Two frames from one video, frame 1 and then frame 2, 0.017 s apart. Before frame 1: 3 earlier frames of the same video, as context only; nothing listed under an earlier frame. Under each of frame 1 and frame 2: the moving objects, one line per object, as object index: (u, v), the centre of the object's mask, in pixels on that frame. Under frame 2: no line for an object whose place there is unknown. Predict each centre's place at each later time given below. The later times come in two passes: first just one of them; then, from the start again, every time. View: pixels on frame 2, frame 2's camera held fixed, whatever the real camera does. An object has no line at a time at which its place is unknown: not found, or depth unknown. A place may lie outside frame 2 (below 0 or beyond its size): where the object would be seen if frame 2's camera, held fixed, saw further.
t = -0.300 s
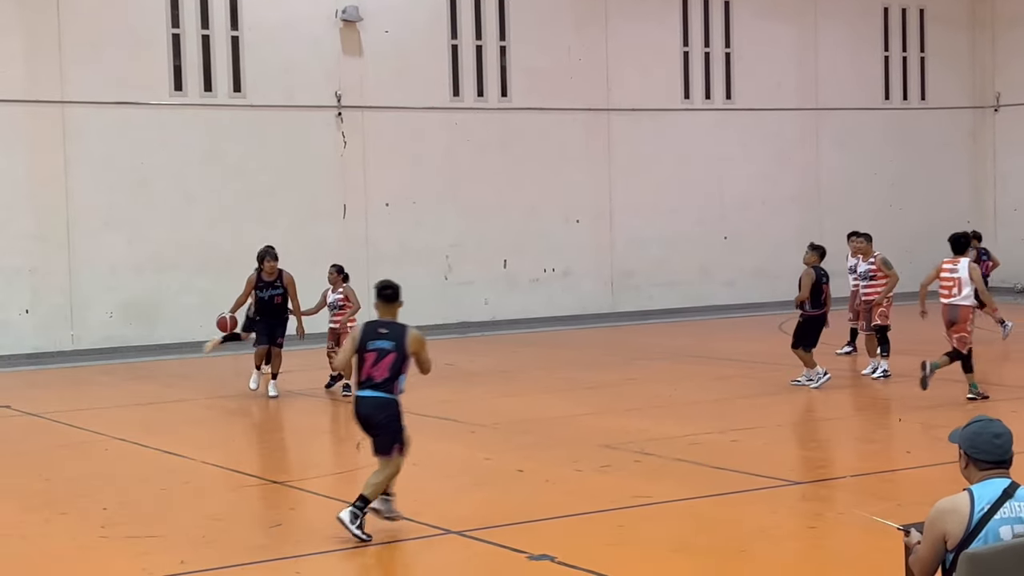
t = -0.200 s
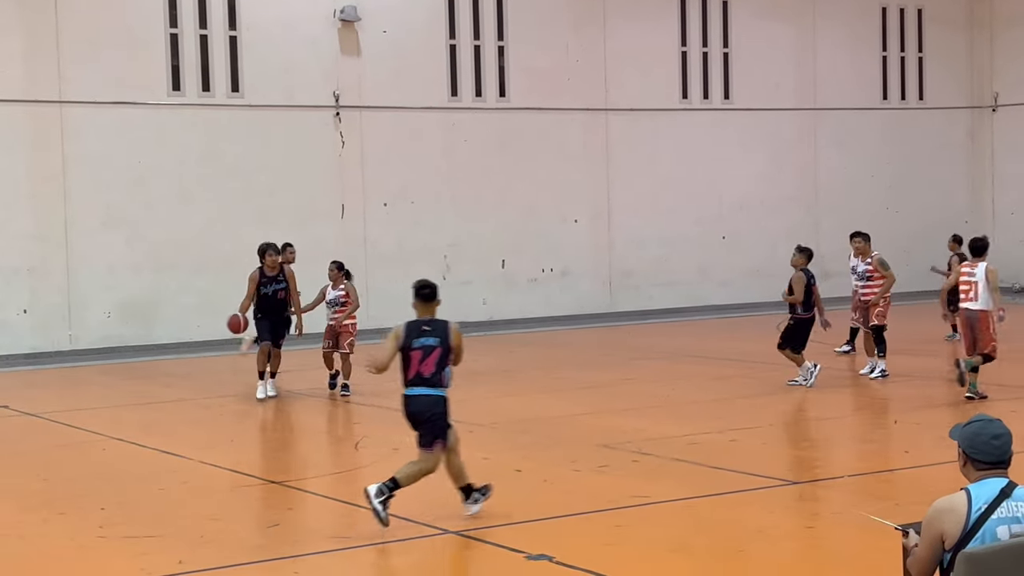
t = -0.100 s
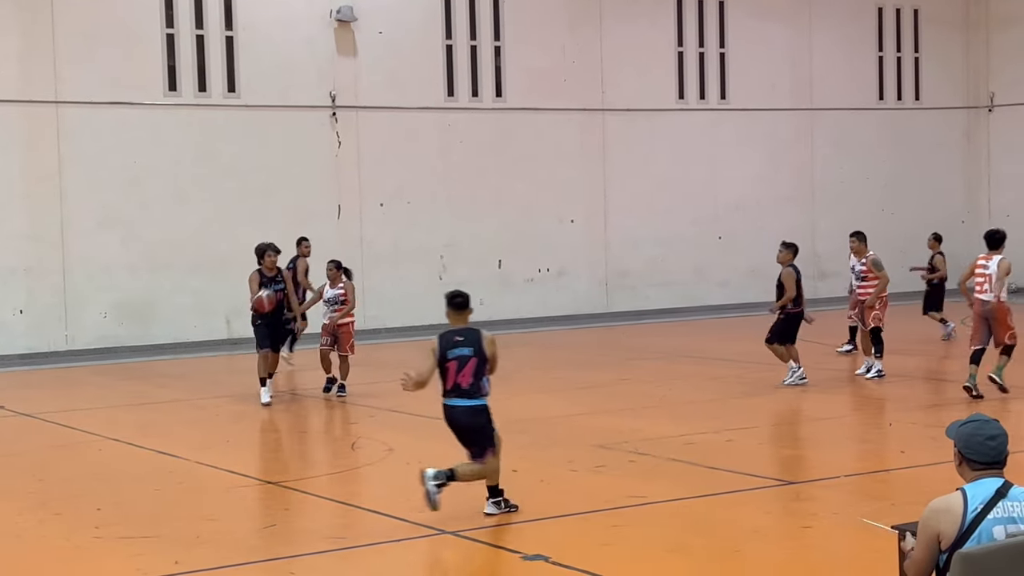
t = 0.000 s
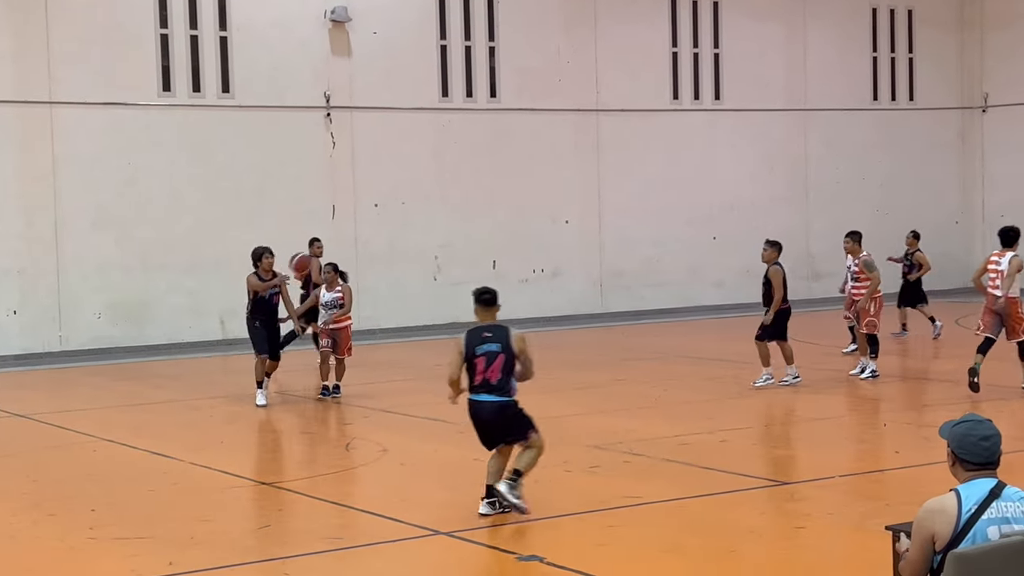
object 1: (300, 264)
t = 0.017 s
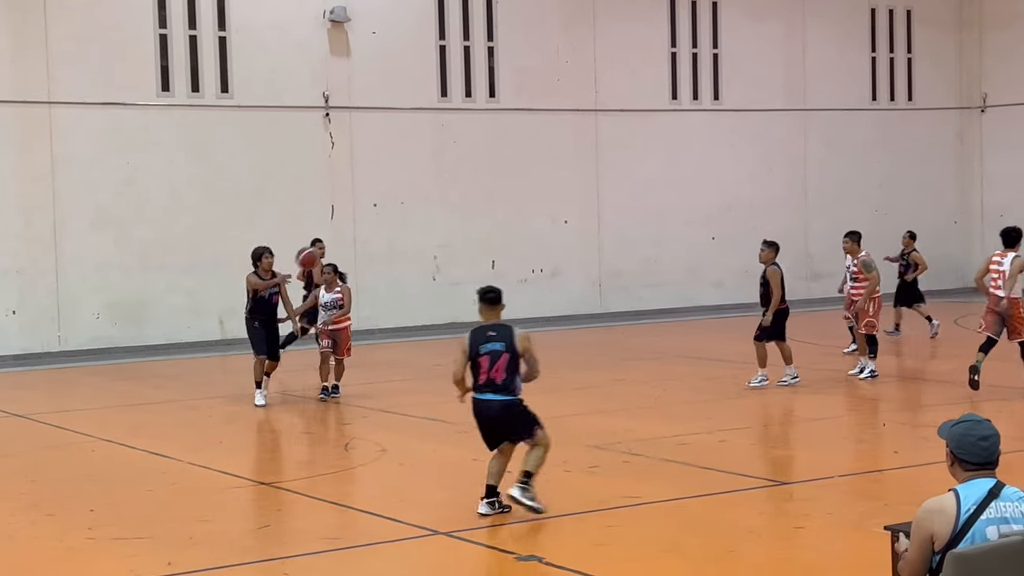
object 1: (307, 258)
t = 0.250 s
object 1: (420, 203)
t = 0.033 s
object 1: (315, 252)
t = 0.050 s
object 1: (322, 248)
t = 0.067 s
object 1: (330, 243)
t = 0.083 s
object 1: (338, 238)
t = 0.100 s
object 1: (345, 234)
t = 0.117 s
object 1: (353, 229)
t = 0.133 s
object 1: (361, 225)
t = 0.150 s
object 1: (369, 221)
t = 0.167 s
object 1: (378, 217)
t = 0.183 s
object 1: (386, 214)
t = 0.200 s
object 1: (395, 211)
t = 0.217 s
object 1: (403, 208)
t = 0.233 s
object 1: (412, 206)
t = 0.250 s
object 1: (420, 203)
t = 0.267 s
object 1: (429, 201)
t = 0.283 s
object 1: (438, 199)
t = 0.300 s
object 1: (447, 198)
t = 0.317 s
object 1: (456, 197)
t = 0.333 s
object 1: (465, 196)
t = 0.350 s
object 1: (474, 195)
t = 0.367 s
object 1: (484, 195)
